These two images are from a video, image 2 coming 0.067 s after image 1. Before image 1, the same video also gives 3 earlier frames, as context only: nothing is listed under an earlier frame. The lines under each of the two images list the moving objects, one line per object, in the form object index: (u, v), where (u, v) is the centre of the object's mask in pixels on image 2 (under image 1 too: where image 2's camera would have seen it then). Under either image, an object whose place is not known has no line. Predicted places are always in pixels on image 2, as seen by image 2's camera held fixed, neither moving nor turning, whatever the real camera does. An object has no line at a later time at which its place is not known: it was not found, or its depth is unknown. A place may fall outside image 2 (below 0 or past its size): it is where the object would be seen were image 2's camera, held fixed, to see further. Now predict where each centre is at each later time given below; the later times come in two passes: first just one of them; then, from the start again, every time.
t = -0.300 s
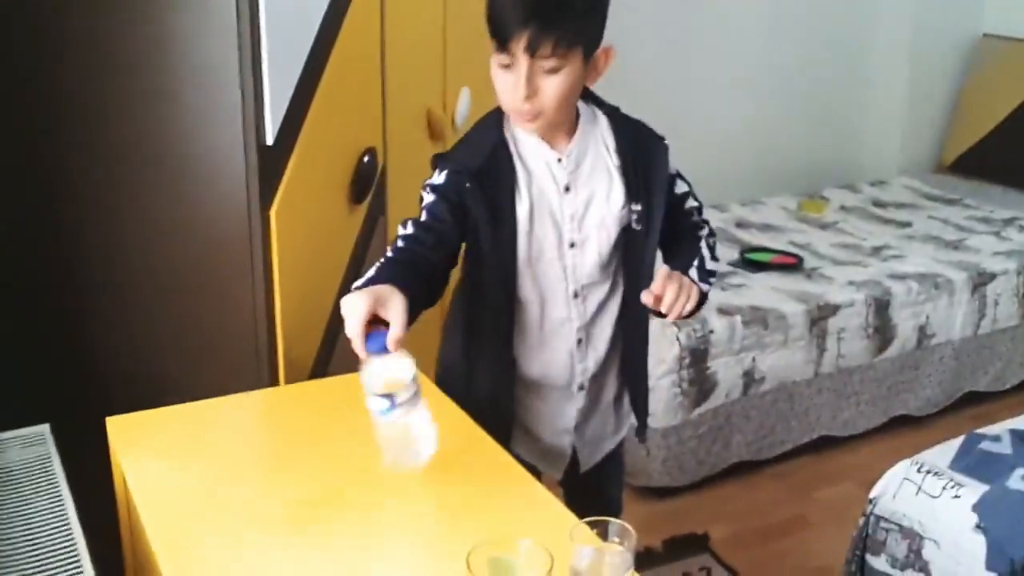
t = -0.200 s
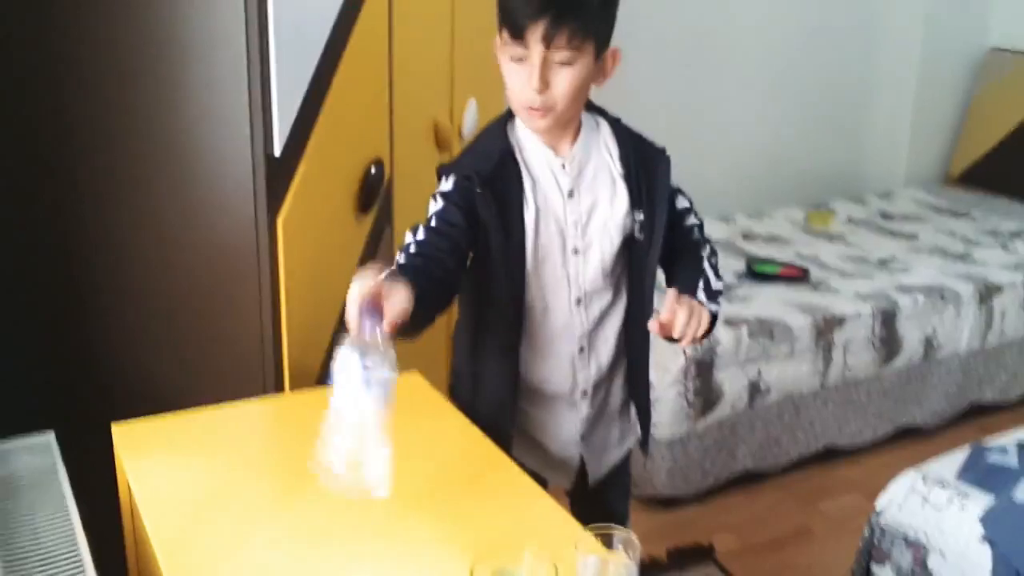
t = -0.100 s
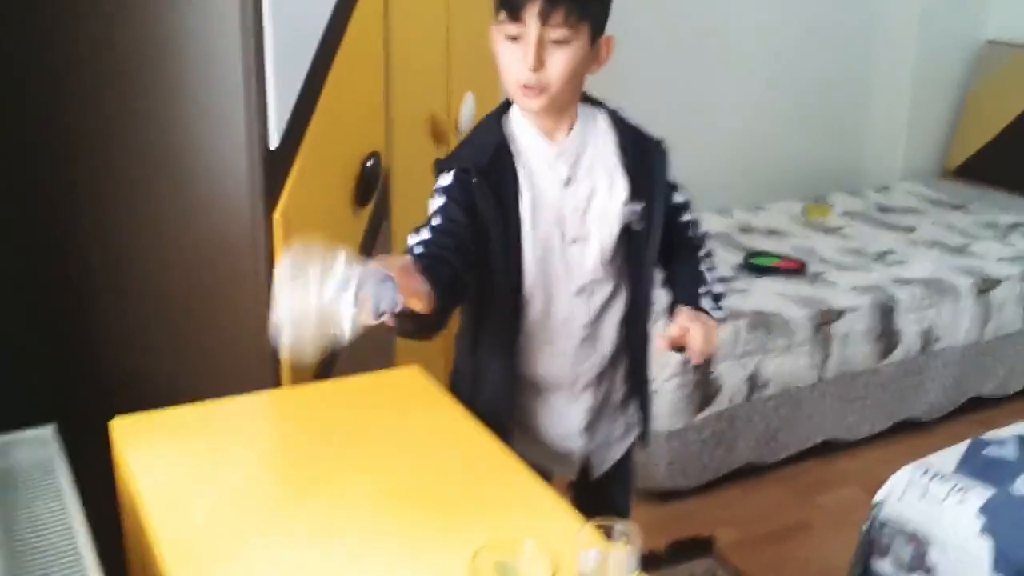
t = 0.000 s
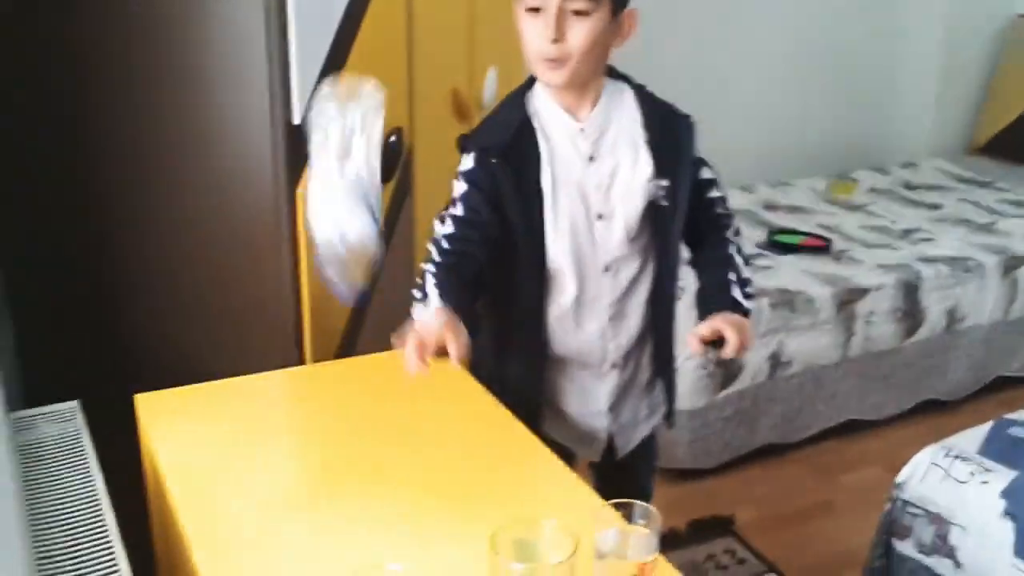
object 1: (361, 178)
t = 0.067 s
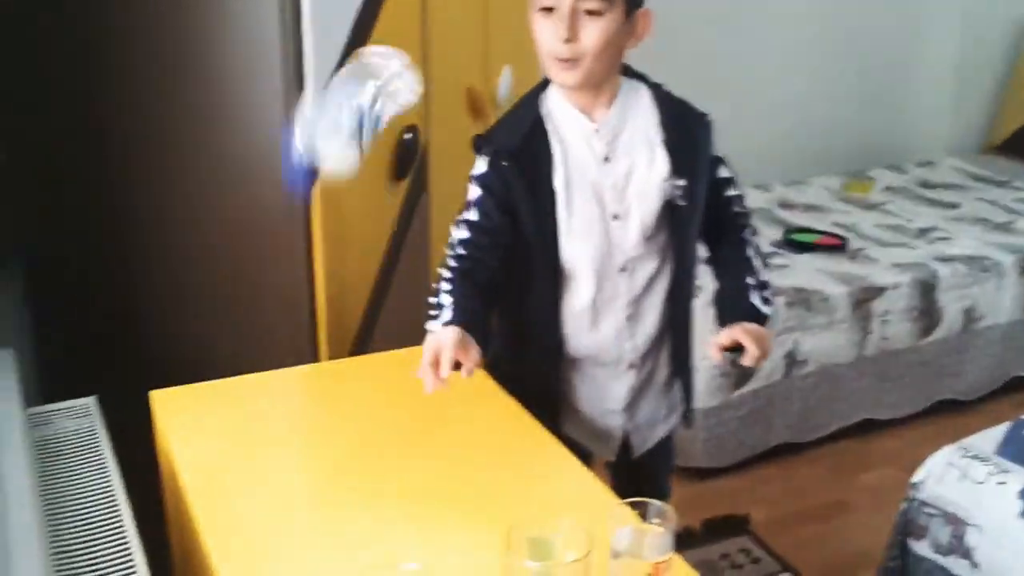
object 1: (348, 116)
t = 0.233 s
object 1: (382, 167)
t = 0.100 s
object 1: (348, 95)
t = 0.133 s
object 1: (356, 89)
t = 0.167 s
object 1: (364, 101)
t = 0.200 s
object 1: (374, 128)
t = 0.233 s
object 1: (382, 167)
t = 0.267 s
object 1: (387, 210)
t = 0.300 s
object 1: (397, 267)
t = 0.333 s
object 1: (404, 332)
